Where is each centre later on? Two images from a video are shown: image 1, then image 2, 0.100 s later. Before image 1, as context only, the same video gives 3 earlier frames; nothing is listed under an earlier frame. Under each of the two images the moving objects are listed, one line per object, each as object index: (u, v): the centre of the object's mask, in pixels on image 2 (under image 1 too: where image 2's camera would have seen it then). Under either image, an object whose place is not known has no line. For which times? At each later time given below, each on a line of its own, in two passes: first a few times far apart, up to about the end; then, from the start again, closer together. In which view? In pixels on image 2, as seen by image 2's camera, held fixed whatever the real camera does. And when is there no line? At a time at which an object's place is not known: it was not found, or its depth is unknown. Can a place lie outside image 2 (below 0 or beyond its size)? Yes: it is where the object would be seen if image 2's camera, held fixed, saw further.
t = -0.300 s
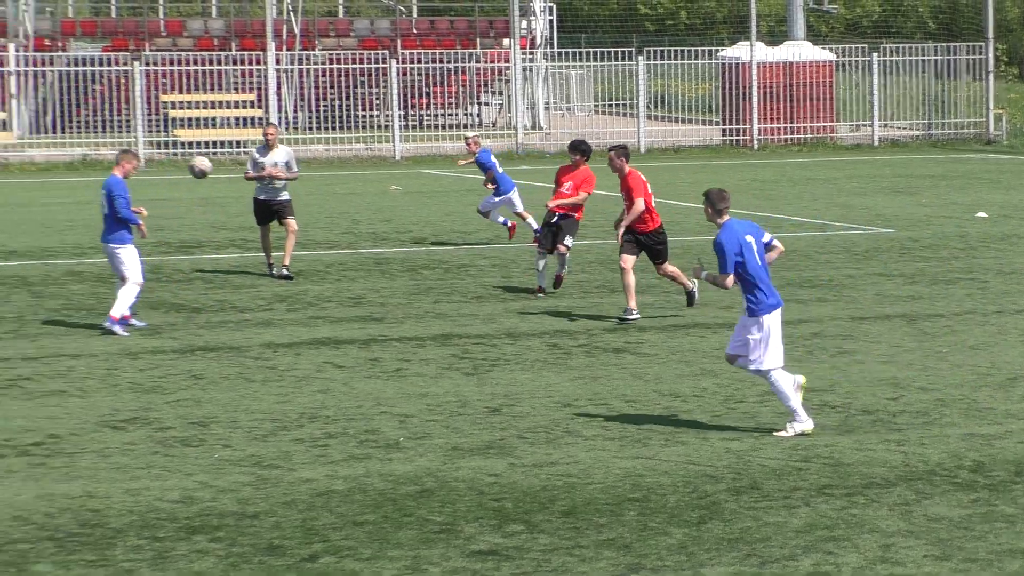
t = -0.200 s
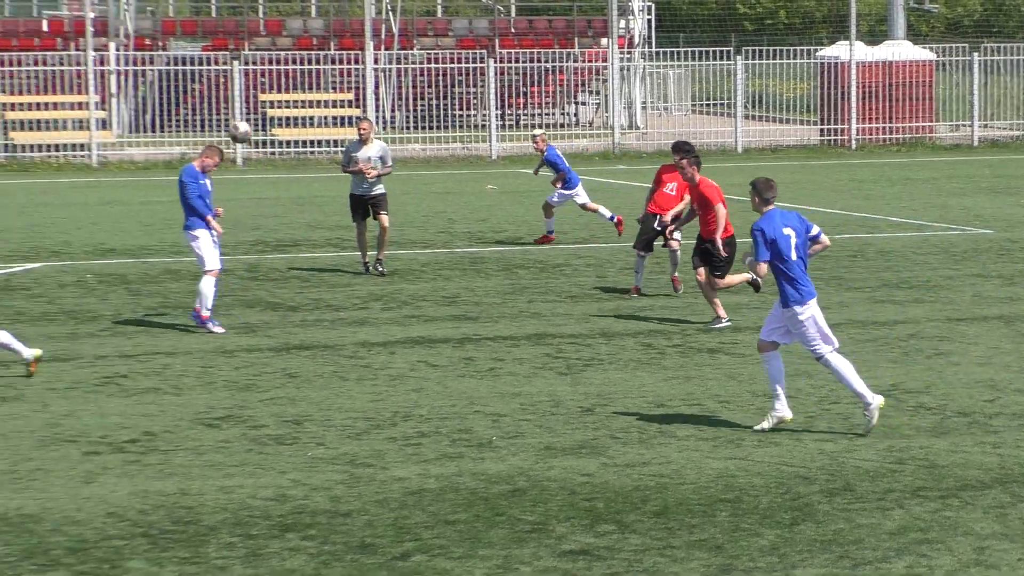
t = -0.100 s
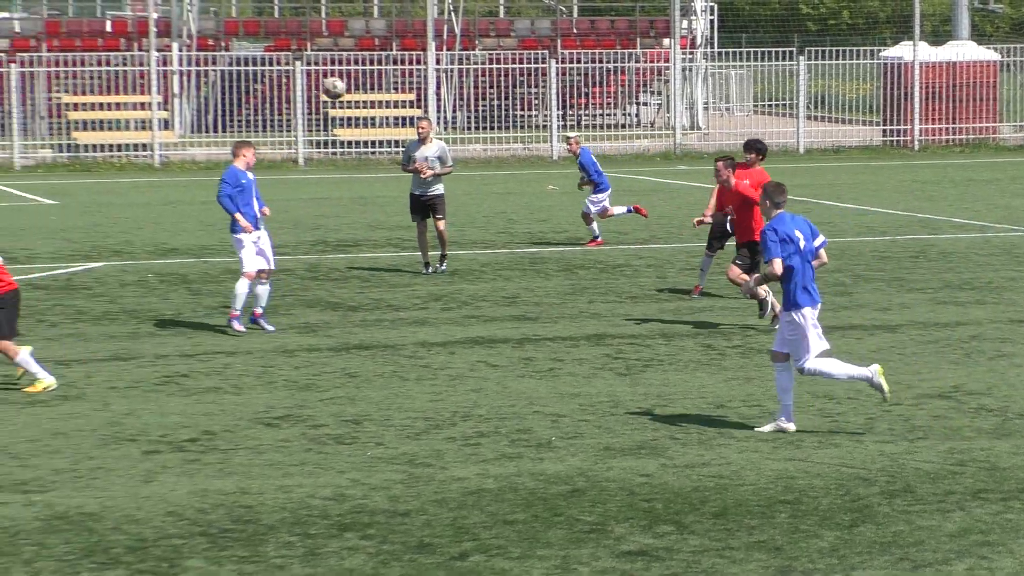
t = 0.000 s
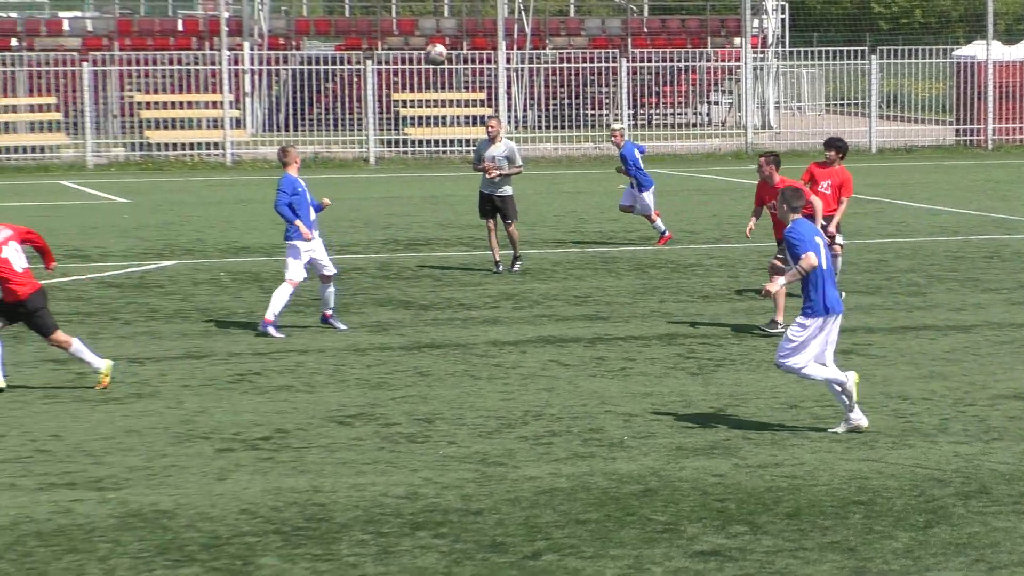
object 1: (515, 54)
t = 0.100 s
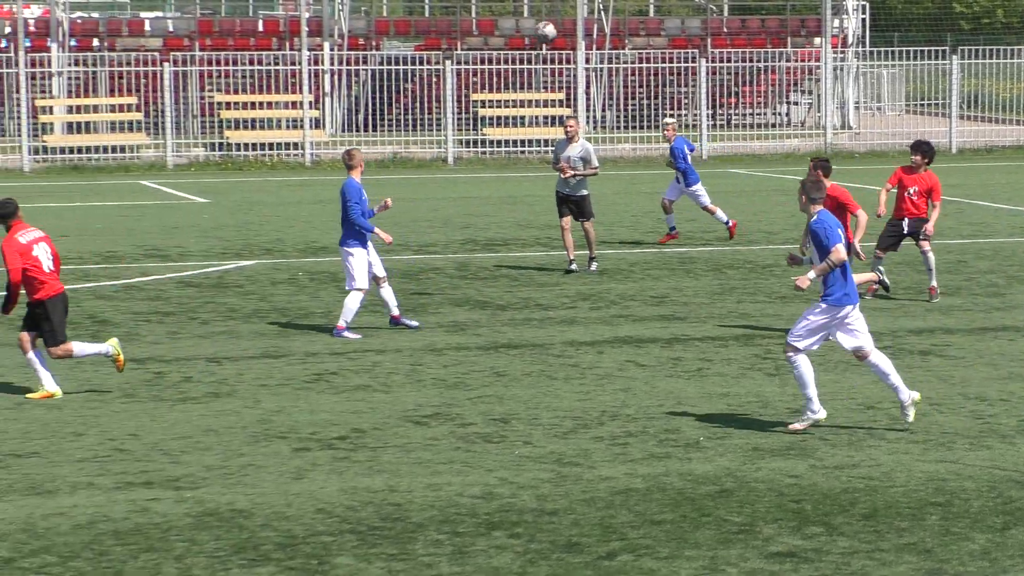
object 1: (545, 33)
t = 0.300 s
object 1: (602, 24)
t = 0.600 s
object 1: (680, 70)
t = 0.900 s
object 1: (754, 188)
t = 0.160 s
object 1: (560, 30)
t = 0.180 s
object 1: (566, 29)
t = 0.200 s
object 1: (573, 27)
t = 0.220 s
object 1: (580, 26)
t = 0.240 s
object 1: (586, 25)
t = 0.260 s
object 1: (592, 24)
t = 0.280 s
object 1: (597, 23)
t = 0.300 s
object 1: (602, 24)
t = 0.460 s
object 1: (645, 39)
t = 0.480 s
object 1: (650, 42)
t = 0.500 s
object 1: (656, 46)
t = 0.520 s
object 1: (660, 51)
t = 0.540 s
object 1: (666, 55)
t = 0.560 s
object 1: (671, 60)
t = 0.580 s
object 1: (676, 65)
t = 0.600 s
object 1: (680, 70)
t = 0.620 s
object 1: (686, 77)
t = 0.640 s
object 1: (691, 82)
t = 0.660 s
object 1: (695, 89)
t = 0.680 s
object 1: (701, 95)
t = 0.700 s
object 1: (706, 102)
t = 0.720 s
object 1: (711, 108)
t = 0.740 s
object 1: (716, 116)
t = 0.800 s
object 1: (730, 141)
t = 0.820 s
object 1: (734, 149)
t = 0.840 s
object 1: (740, 158)
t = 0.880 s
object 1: (750, 179)
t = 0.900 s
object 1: (754, 188)
